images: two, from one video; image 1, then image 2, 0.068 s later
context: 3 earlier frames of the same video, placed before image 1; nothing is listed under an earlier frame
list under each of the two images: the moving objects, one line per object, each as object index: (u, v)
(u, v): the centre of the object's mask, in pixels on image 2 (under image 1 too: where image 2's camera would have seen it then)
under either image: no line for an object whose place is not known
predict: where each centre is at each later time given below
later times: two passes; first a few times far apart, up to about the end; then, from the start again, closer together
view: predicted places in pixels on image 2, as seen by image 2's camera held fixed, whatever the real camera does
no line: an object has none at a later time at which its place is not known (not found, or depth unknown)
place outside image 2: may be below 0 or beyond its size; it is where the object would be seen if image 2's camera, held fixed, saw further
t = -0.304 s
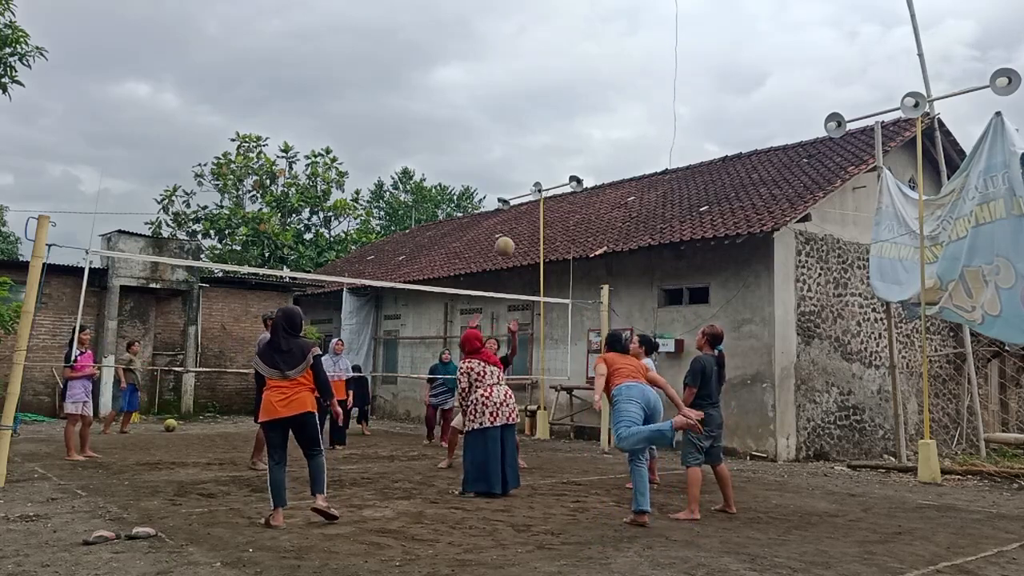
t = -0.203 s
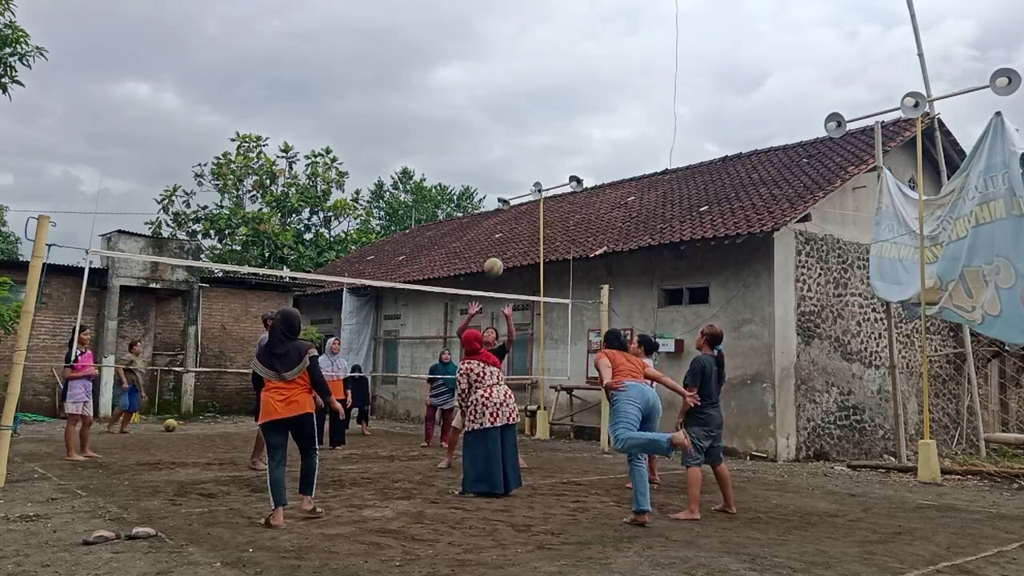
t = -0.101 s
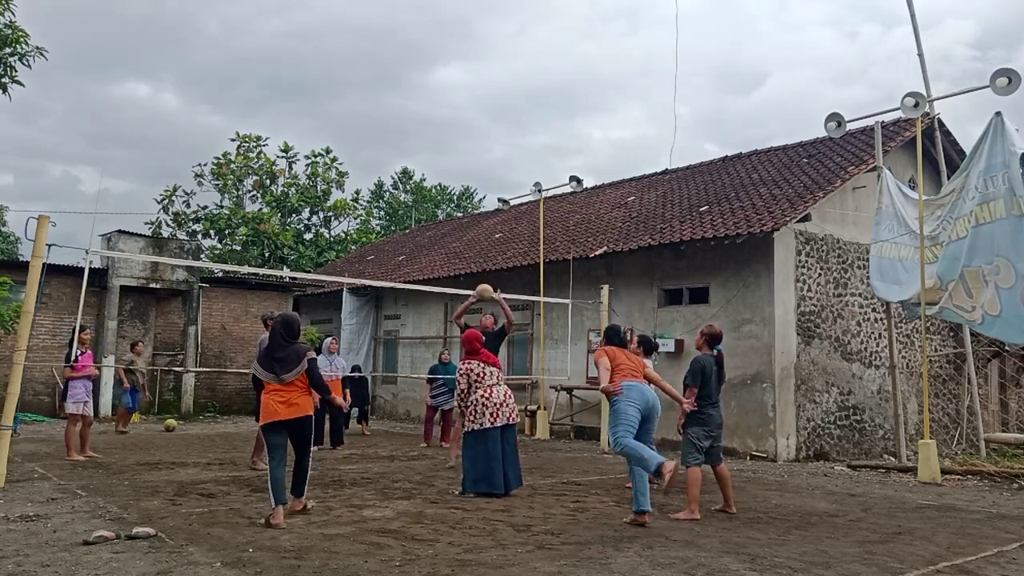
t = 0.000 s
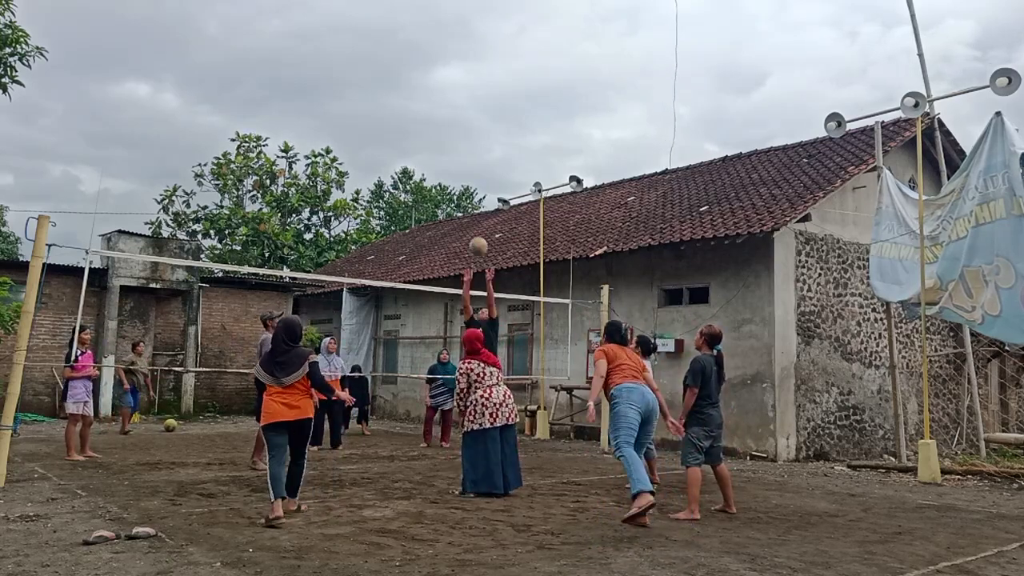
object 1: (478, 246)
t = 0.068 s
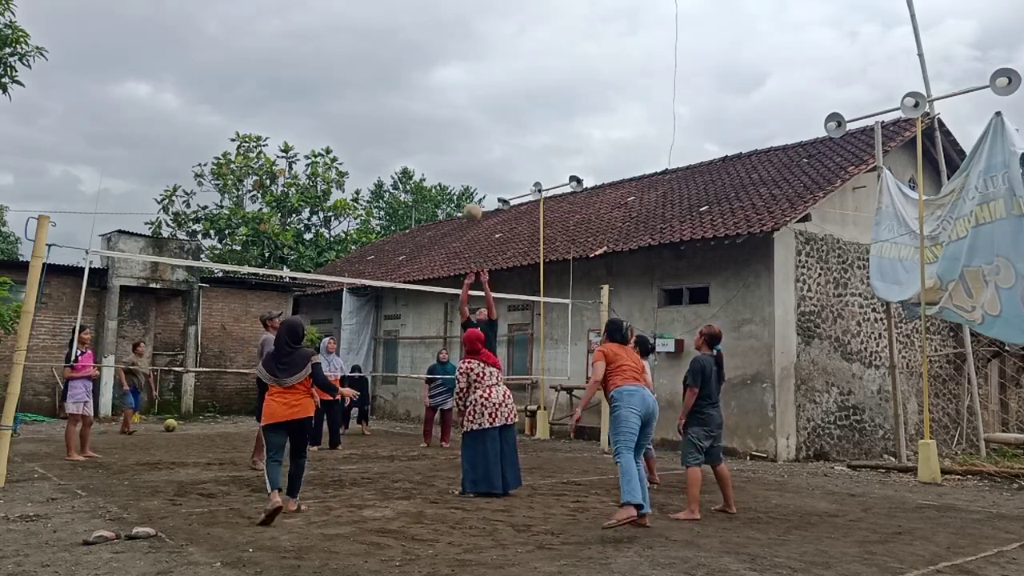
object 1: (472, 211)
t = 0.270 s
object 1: (455, 133)
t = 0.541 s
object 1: (433, 81)
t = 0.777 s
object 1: (412, 87)
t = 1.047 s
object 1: (387, 155)
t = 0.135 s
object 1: (466, 182)
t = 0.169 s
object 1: (463, 168)
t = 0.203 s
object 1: (461, 156)
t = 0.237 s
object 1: (458, 144)
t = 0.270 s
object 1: (455, 133)
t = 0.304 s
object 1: (453, 123)
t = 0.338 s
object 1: (450, 114)
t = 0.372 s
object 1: (447, 106)
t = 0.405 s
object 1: (445, 99)
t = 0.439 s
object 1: (442, 93)
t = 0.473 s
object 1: (439, 88)
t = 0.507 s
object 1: (436, 84)
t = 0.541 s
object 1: (433, 81)
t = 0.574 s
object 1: (430, 79)
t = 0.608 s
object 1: (427, 78)
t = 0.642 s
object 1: (424, 77)
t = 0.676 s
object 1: (421, 78)
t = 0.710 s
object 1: (418, 80)
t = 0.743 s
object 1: (415, 83)
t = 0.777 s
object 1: (412, 87)
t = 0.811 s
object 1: (409, 91)
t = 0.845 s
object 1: (406, 97)
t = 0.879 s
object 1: (403, 104)
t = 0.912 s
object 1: (399, 112)
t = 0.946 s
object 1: (396, 121)
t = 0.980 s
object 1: (393, 131)
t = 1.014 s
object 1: (390, 143)
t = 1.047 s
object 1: (387, 155)
